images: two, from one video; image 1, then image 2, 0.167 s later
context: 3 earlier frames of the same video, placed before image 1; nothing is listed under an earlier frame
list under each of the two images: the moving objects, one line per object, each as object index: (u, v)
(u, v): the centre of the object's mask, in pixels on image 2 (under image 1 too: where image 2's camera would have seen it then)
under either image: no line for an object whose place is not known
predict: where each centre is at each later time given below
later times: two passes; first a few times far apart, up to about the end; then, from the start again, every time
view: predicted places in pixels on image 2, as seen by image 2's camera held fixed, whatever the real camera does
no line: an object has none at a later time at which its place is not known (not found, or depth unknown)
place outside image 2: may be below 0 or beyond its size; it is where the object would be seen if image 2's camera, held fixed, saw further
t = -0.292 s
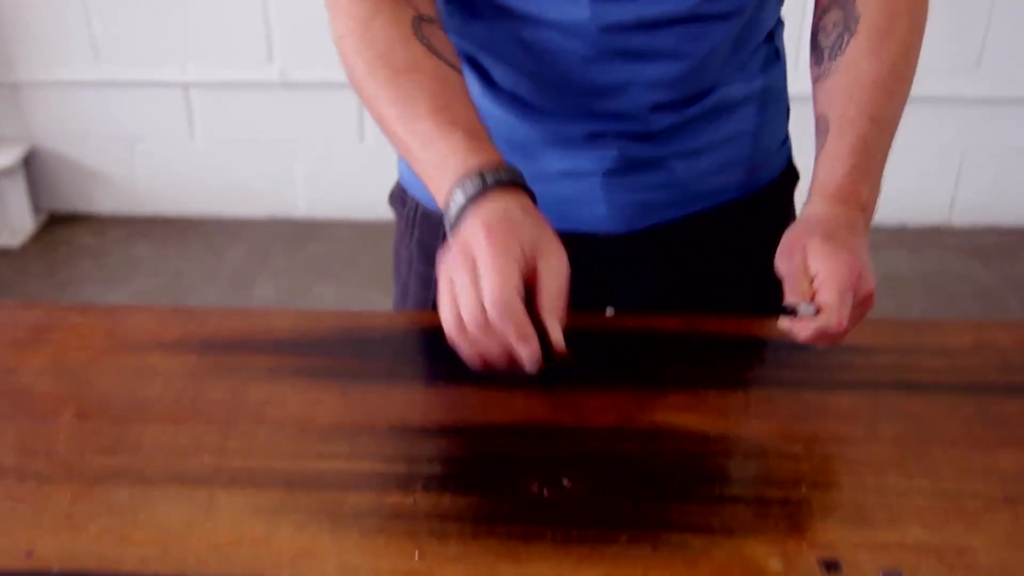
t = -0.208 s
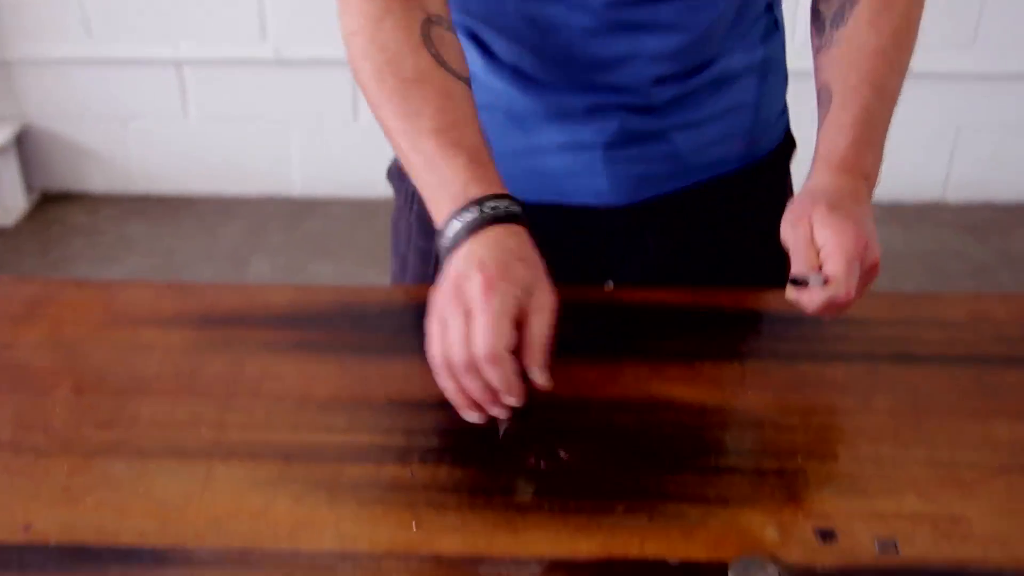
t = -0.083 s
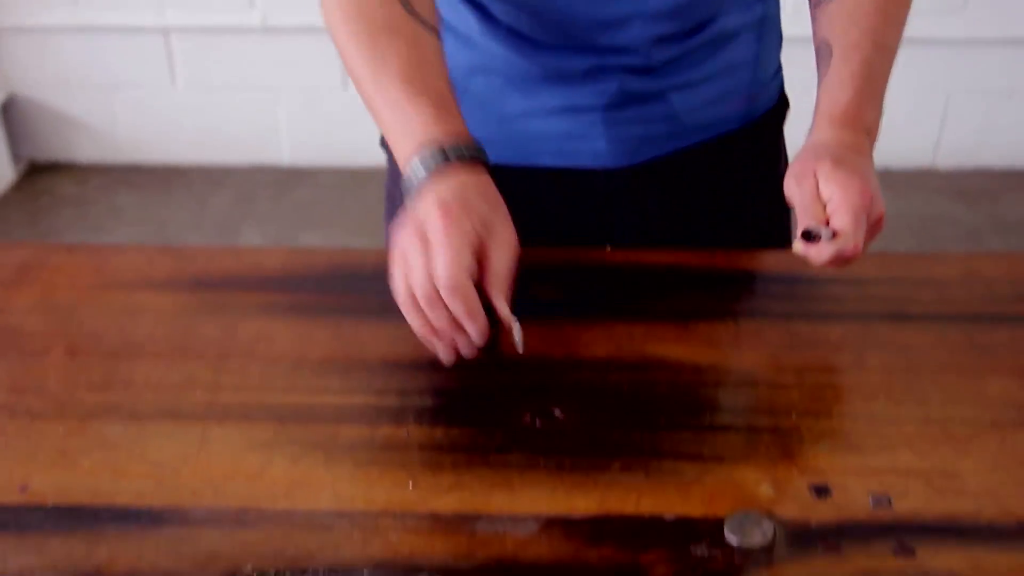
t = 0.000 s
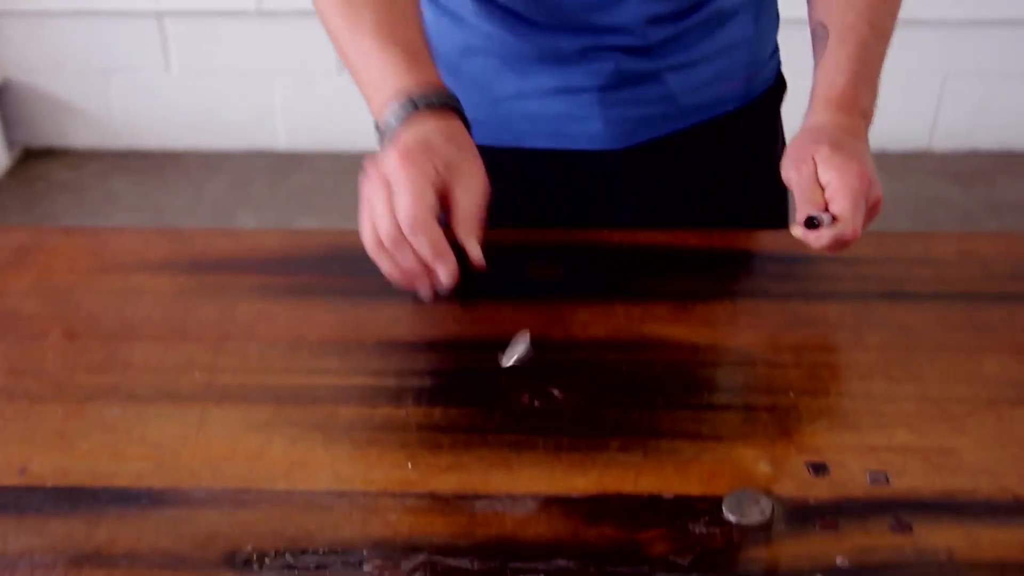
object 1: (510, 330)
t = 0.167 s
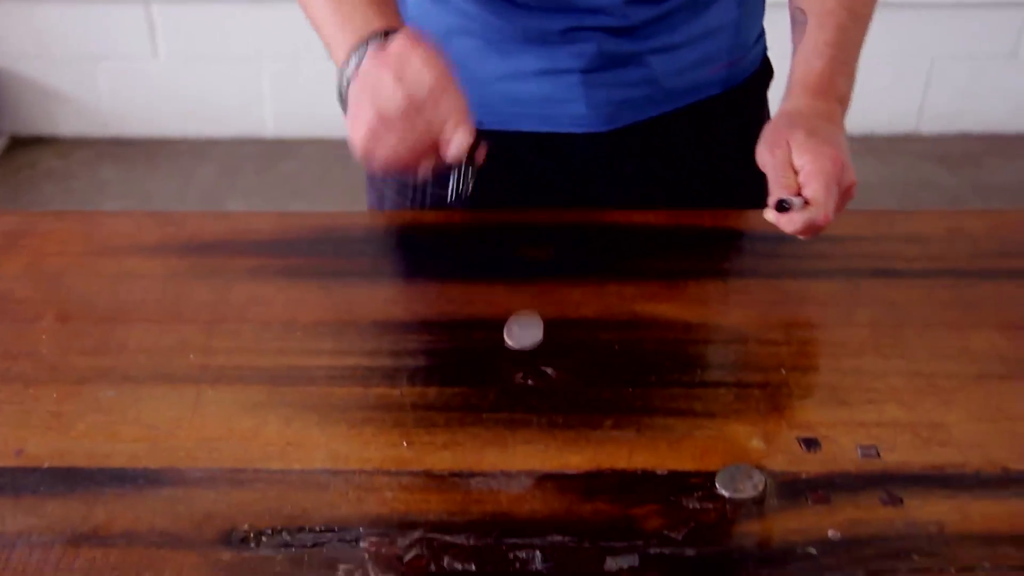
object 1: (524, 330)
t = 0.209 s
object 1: (526, 327)
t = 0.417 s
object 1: (531, 325)
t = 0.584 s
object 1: (532, 331)
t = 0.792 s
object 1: (531, 331)
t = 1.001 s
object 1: (530, 331)
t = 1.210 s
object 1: (530, 332)
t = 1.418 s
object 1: (529, 332)
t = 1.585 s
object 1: (529, 332)
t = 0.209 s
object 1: (526, 327)
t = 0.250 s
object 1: (529, 330)
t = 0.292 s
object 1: (528, 330)
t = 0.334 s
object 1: (531, 323)
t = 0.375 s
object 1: (530, 325)
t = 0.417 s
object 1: (531, 325)
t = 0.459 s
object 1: (532, 322)
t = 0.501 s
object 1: (533, 329)
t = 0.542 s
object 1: (534, 325)
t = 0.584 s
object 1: (532, 331)
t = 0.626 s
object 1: (532, 327)
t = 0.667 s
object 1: (530, 330)
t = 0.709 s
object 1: (530, 328)
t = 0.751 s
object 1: (531, 329)
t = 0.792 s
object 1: (531, 331)
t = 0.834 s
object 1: (530, 331)
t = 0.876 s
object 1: (530, 330)
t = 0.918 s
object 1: (530, 330)
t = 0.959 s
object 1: (530, 331)
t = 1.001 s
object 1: (530, 331)
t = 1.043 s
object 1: (530, 331)
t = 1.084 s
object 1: (529, 332)
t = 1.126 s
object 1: (530, 332)
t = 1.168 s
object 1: (530, 332)
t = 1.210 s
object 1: (530, 332)
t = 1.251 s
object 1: (530, 332)
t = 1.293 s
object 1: (530, 332)
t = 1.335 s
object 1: (530, 332)
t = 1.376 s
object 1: (530, 332)
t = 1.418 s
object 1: (529, 332)
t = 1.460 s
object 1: (530, 332)
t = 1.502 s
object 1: (530, 332)
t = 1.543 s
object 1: (530, 332)
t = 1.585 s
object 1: (529, 332)
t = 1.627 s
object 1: (530, 332)
